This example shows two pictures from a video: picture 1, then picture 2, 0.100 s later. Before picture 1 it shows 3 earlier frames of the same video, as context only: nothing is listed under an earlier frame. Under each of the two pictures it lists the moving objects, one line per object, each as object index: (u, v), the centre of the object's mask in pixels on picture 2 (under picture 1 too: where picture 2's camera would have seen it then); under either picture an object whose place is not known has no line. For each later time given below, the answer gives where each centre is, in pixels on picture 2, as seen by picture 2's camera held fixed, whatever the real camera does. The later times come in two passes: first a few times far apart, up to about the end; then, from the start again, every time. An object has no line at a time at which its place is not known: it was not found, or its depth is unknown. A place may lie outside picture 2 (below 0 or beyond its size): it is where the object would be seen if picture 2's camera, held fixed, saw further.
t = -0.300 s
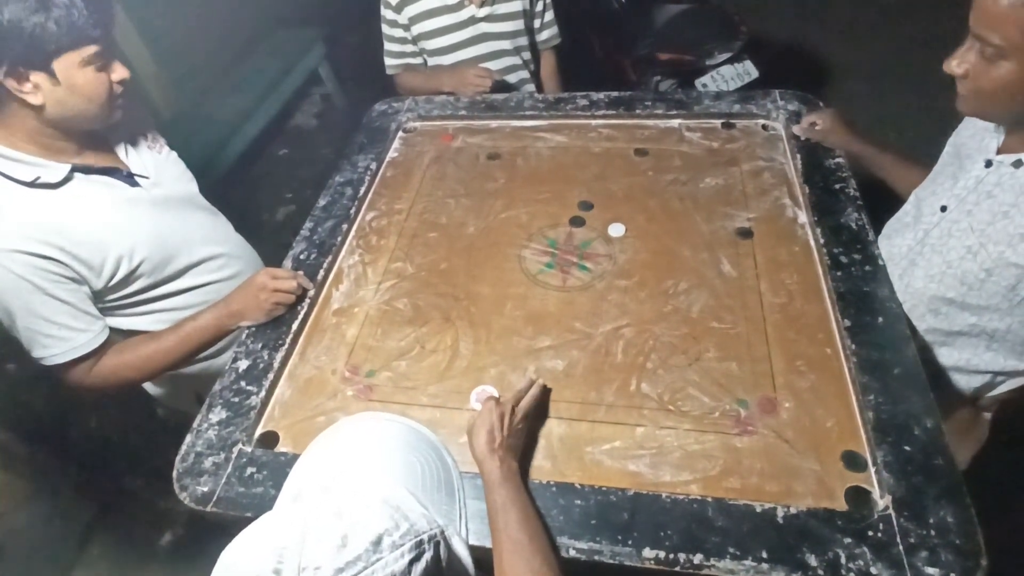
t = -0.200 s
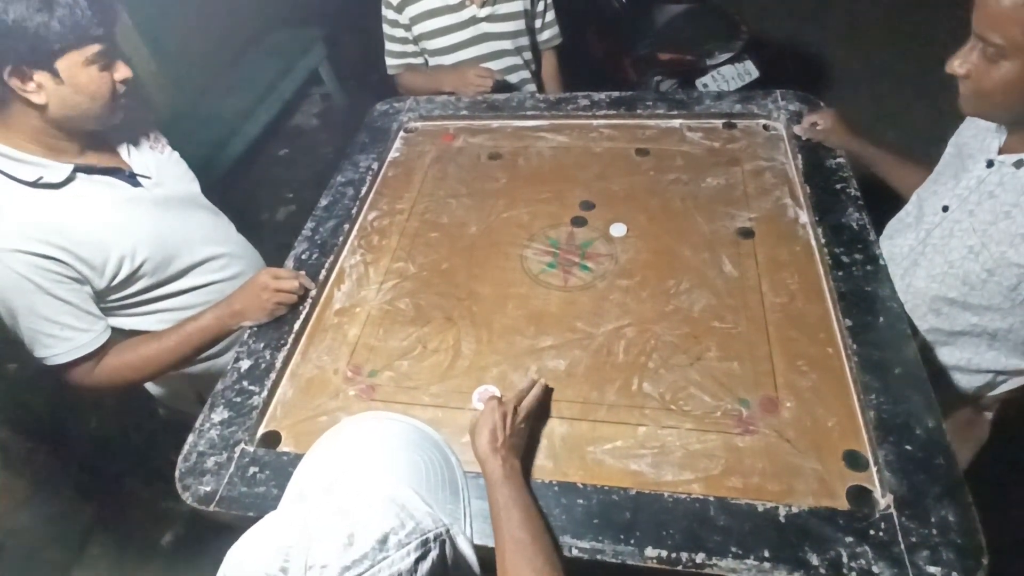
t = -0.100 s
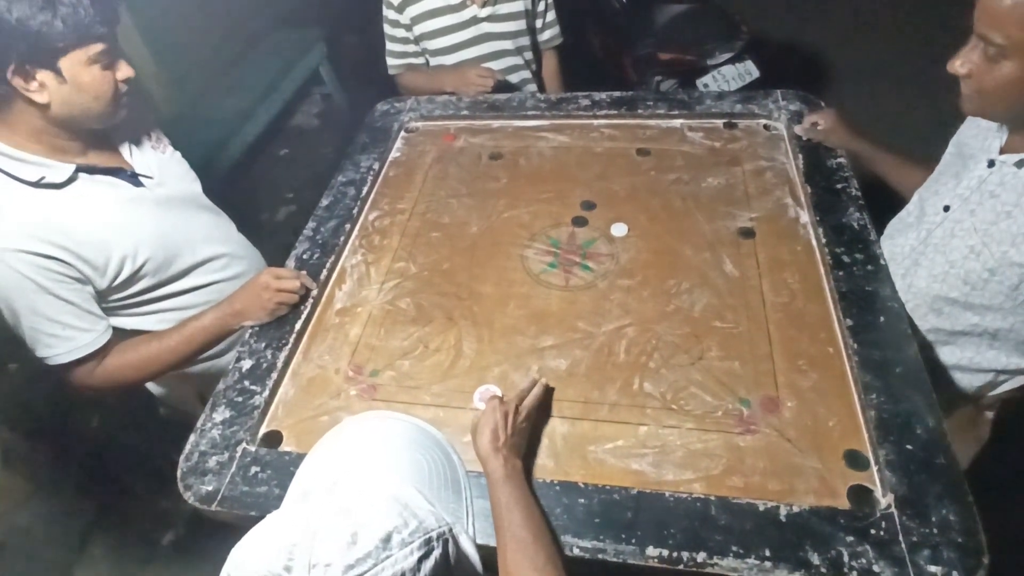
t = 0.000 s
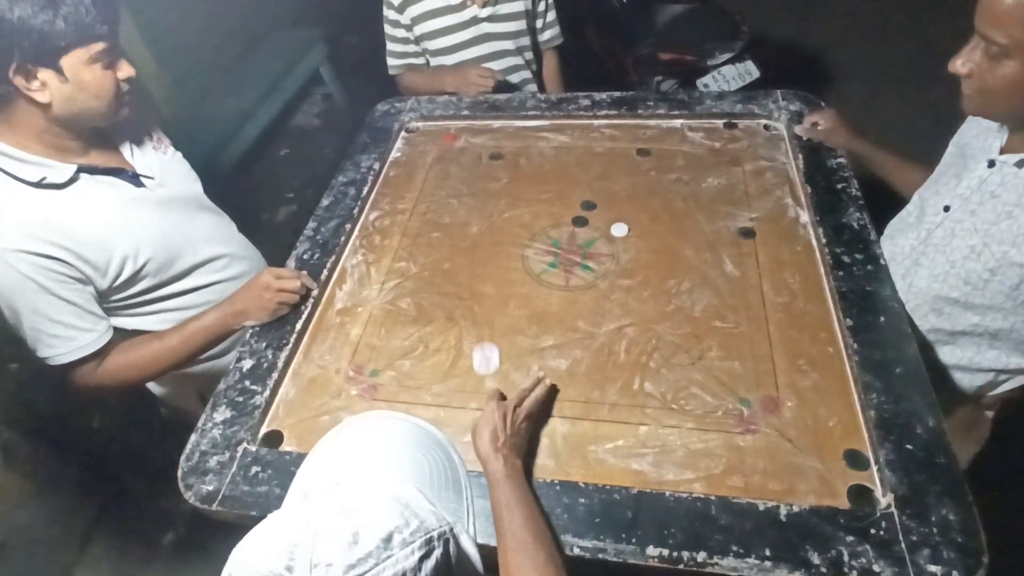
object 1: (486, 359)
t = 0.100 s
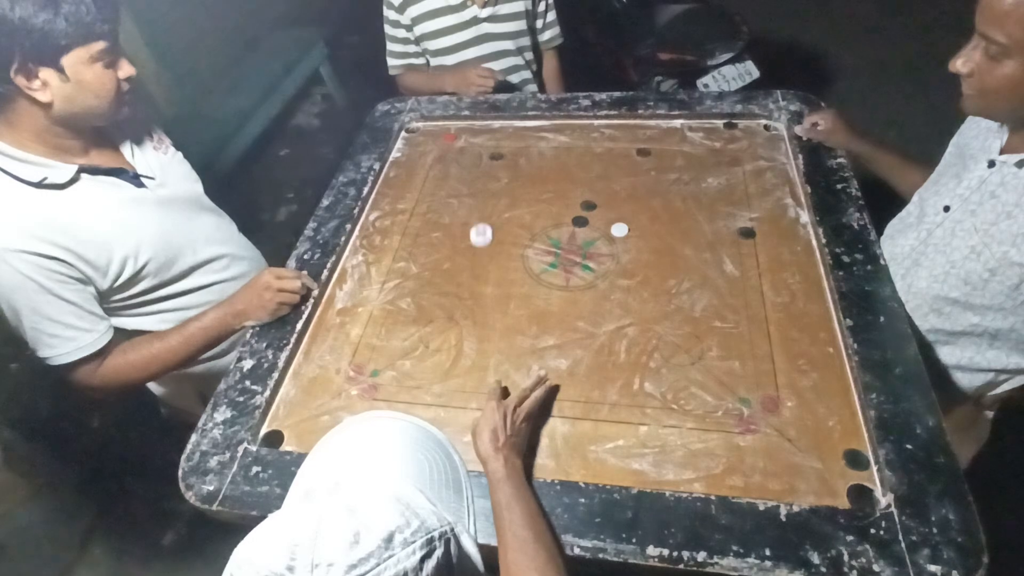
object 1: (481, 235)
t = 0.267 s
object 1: (468, 142)
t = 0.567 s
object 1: (365, 336)
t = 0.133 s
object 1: (480, 204)
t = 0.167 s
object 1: (478, 175)
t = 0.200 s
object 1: (477, 149)
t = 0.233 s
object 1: (476, 129)
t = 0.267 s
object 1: (468, 142)
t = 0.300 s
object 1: (459, 159)
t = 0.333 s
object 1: (449, 177)
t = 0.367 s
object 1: (439, 196)
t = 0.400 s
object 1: (428, 216)
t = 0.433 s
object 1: (417, 237)
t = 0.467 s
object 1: (405, 260)
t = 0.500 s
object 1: (393, 283)
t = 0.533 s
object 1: (379, 309)
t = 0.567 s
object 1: (365, 336)
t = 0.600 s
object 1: (350, 365)
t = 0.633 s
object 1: (334, 395)
